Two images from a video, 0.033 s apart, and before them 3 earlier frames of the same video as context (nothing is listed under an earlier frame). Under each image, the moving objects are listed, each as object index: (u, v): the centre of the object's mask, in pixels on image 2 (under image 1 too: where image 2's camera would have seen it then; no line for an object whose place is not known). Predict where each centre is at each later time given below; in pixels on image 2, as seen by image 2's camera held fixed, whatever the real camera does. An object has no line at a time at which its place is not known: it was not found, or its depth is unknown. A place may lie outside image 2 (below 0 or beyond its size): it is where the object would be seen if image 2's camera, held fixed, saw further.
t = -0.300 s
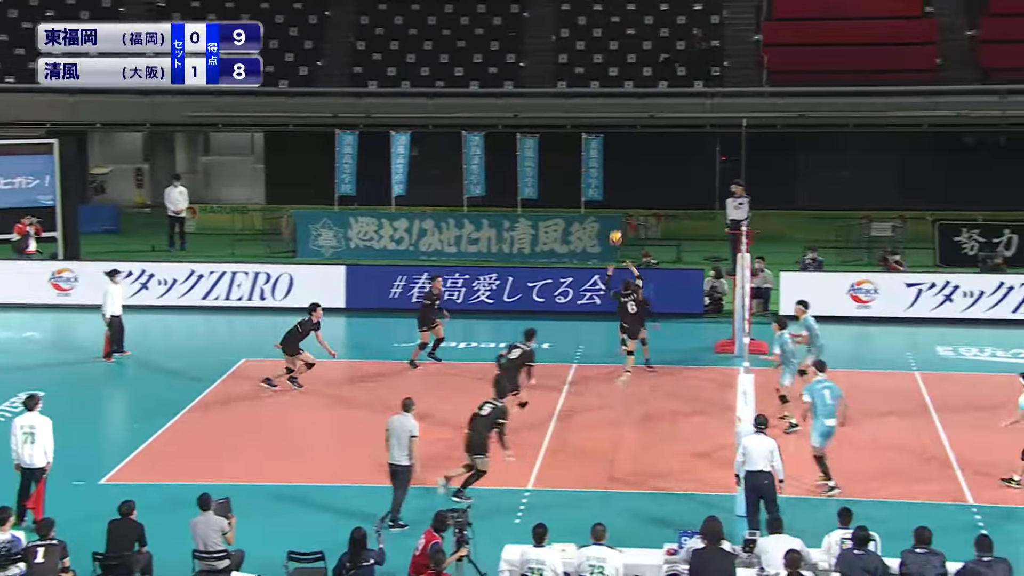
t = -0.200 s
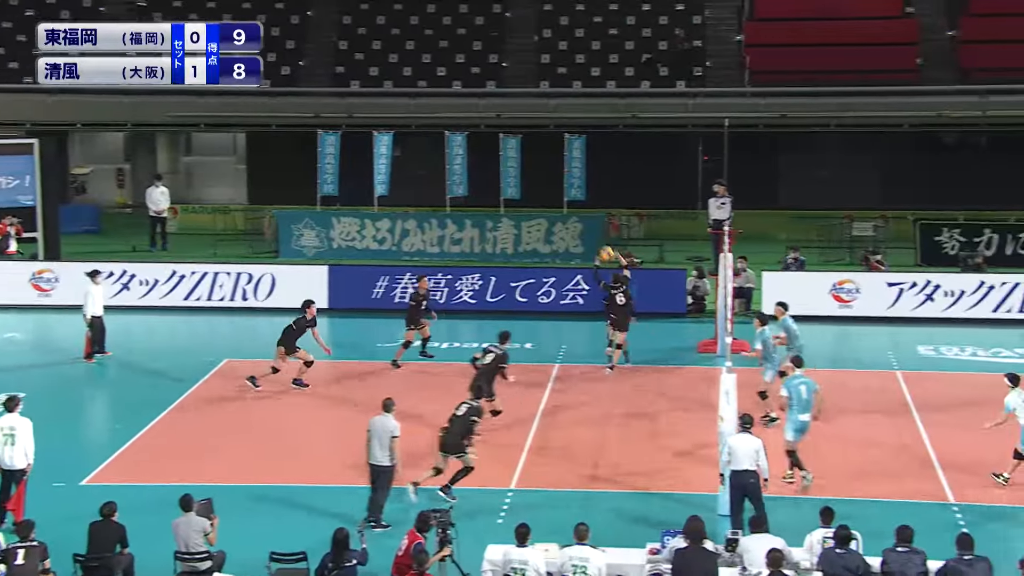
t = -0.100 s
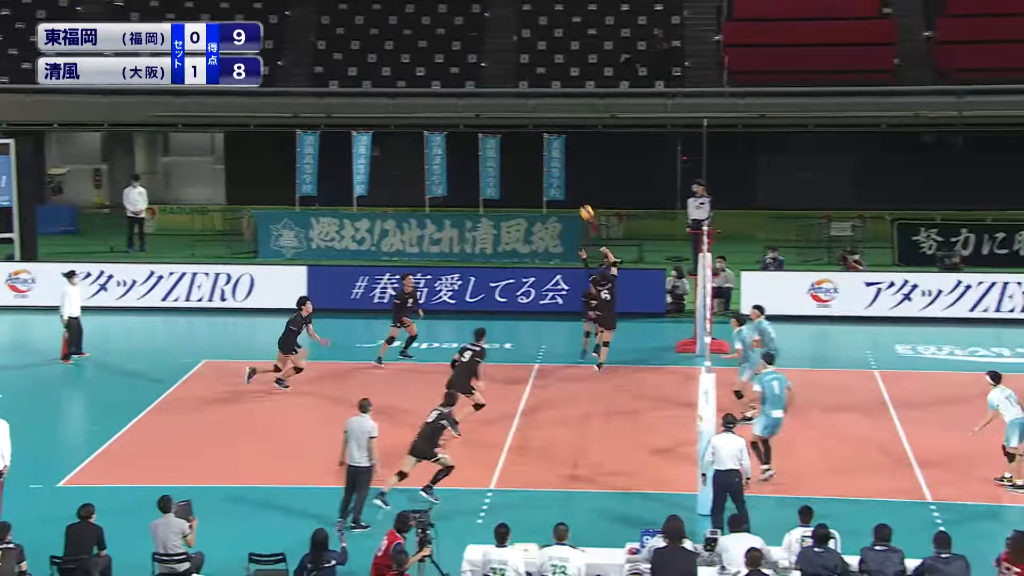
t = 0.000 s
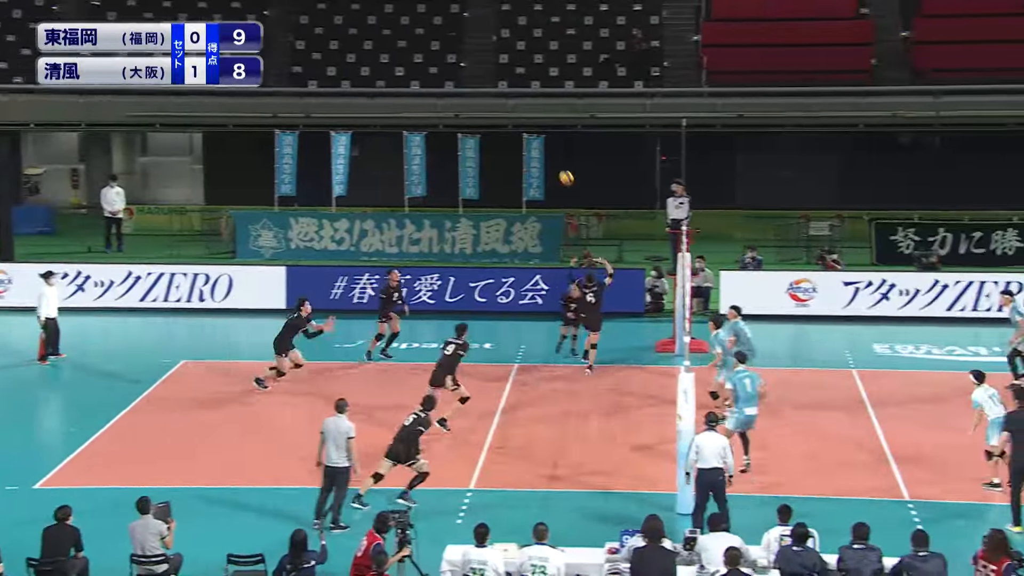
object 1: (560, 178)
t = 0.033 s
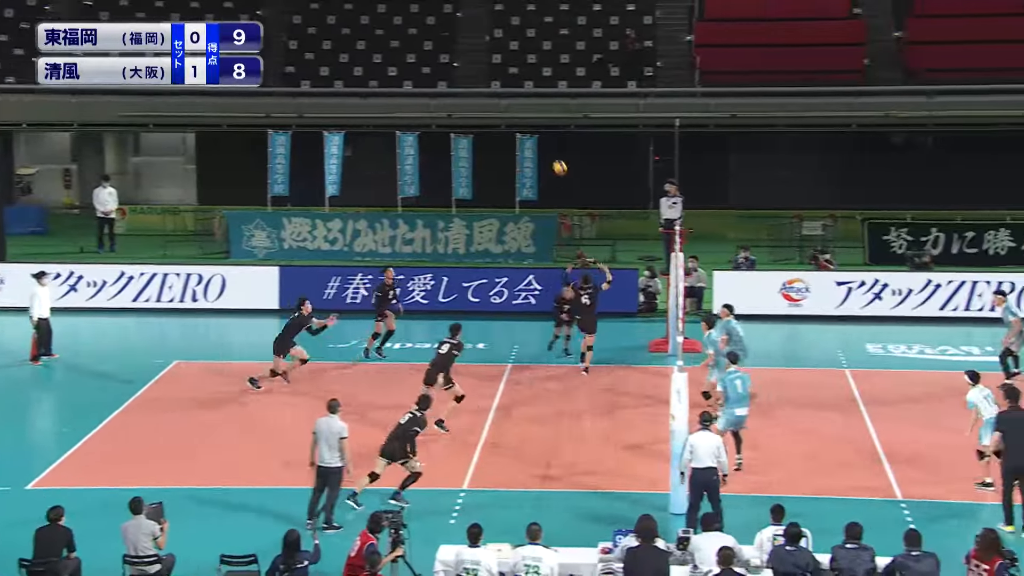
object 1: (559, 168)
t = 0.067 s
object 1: (559, 158)
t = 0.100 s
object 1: (559, 149)
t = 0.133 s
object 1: (558, 141)
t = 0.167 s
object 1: (558, 134)
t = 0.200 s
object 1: (558, 127)
